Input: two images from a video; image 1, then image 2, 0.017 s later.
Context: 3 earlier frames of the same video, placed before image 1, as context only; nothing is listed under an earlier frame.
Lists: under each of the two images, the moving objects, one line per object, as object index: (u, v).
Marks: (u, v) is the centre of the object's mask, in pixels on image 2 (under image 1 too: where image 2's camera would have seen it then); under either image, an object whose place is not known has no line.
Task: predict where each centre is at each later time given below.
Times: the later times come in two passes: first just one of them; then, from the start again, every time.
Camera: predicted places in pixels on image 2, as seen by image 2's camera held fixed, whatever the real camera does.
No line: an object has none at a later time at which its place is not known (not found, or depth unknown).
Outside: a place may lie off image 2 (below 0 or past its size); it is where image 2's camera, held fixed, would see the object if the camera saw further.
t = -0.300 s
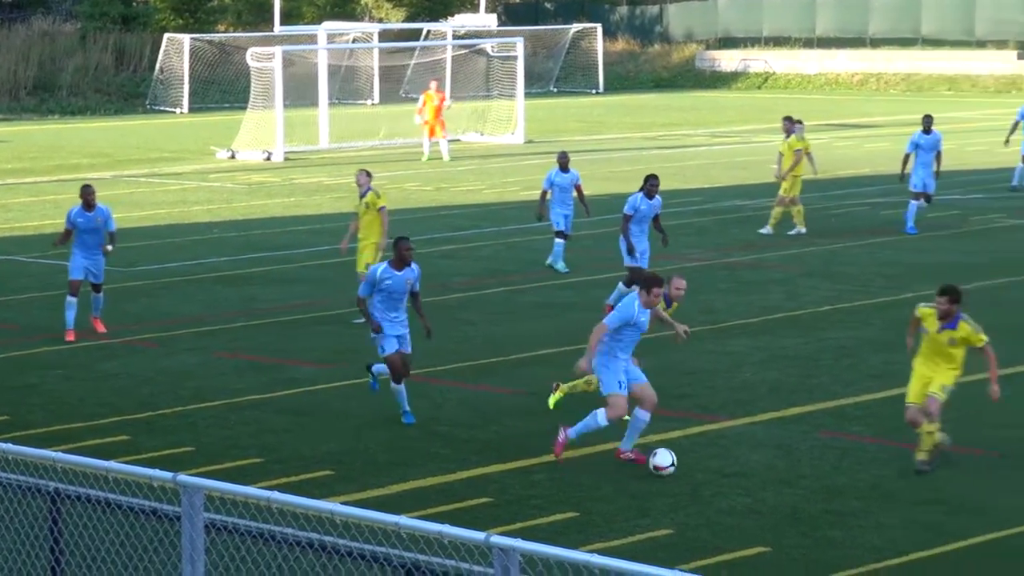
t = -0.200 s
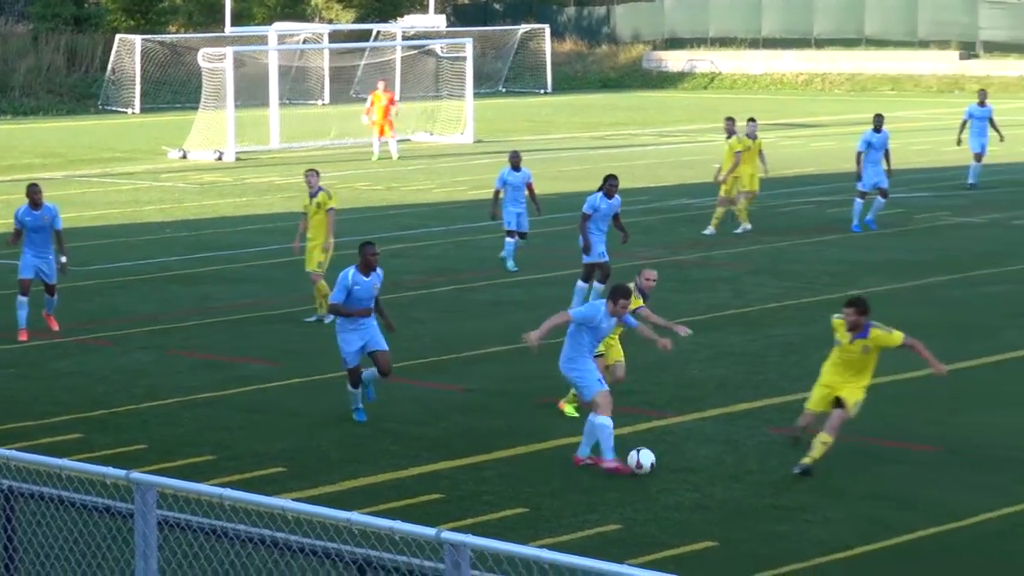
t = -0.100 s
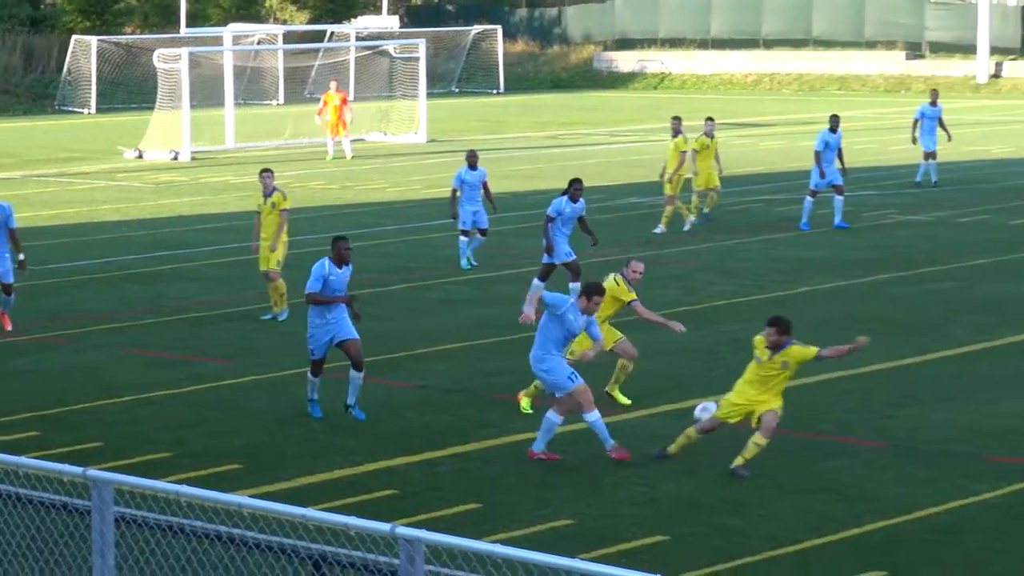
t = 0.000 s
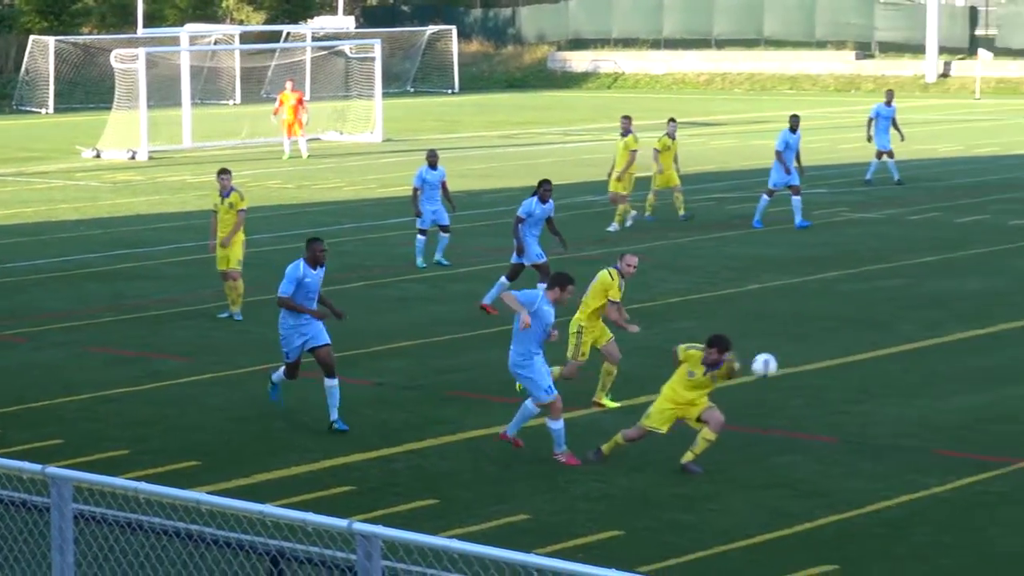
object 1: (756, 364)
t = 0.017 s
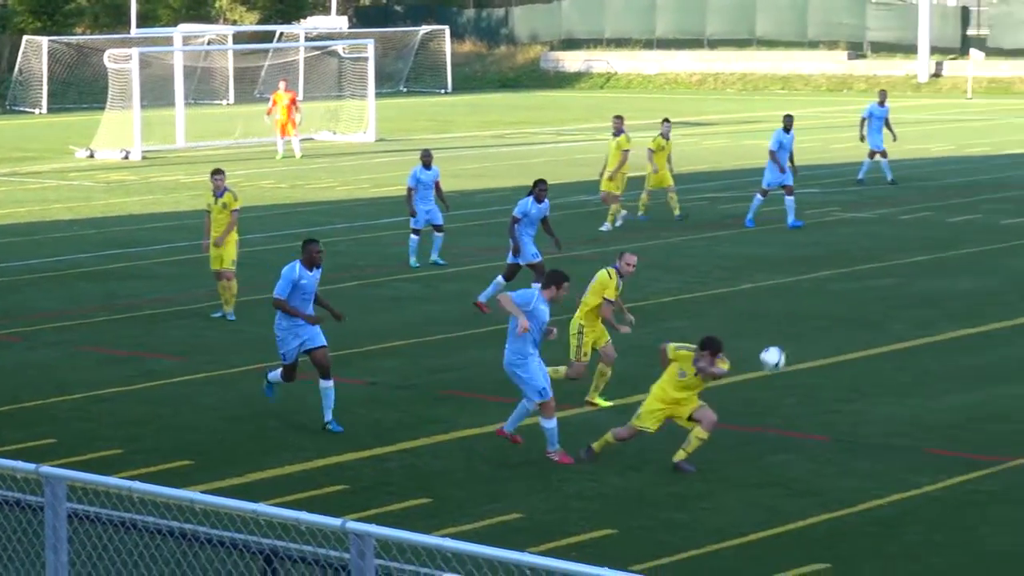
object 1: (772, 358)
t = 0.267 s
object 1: (984, 318)
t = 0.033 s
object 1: (788, 353)
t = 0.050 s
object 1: (804, 348)
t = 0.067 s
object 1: (819, 343)
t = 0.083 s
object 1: (834, 340)
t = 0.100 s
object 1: (848, 335)
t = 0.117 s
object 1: (863, 332)
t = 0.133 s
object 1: (877, 330)
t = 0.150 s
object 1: (892, 326)
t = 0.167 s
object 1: (905, 325)
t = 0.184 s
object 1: (919, 323)
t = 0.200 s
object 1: (931, 321)
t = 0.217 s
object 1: (945, 320)
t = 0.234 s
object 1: (958, 319)
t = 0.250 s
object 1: (971, 318)
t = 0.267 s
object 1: (984, 318)
